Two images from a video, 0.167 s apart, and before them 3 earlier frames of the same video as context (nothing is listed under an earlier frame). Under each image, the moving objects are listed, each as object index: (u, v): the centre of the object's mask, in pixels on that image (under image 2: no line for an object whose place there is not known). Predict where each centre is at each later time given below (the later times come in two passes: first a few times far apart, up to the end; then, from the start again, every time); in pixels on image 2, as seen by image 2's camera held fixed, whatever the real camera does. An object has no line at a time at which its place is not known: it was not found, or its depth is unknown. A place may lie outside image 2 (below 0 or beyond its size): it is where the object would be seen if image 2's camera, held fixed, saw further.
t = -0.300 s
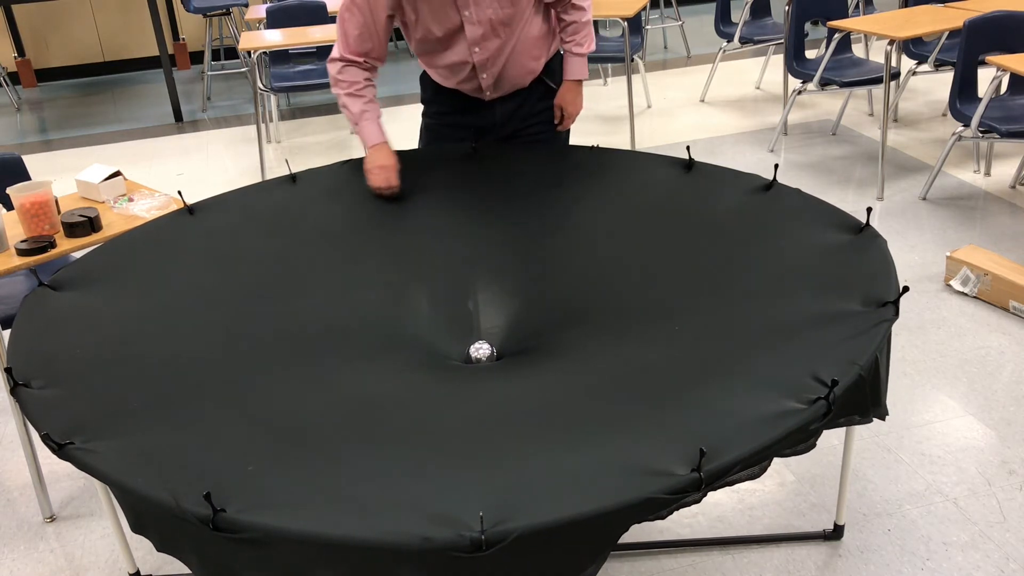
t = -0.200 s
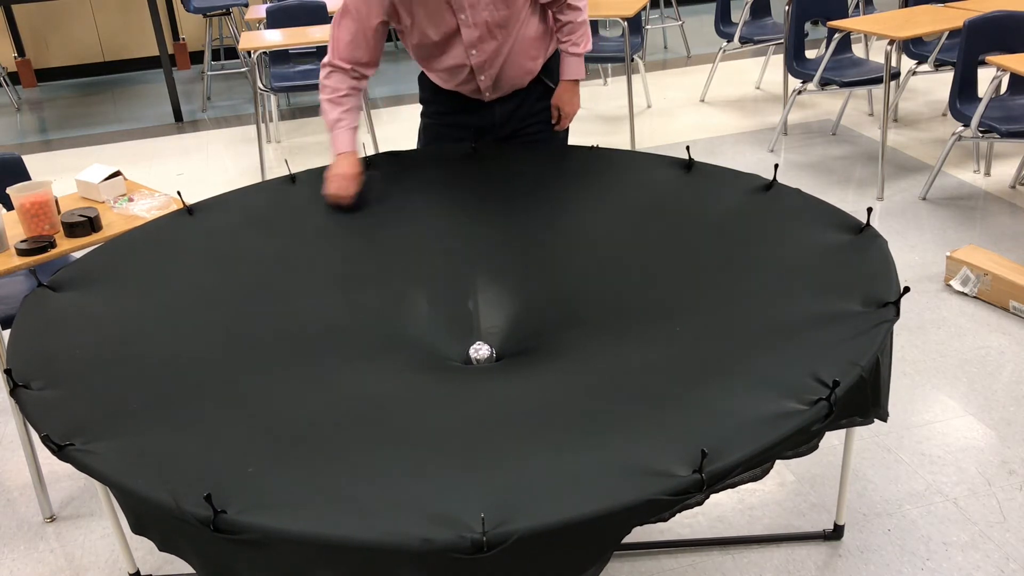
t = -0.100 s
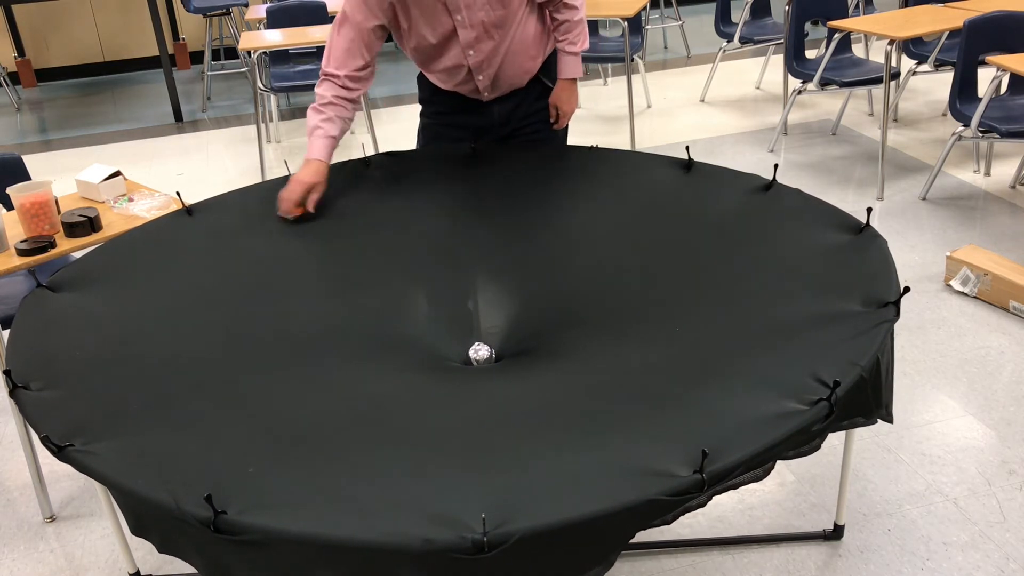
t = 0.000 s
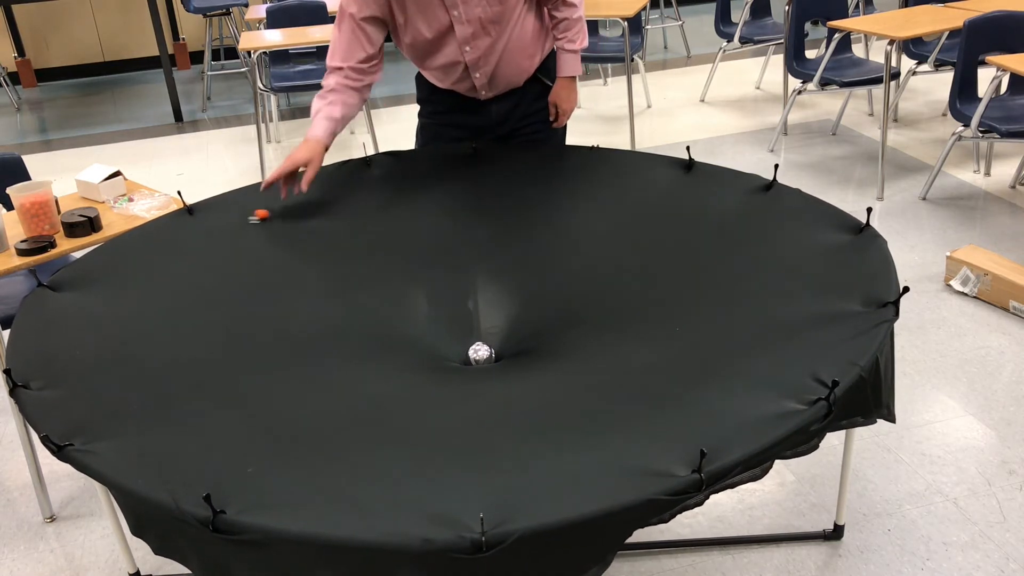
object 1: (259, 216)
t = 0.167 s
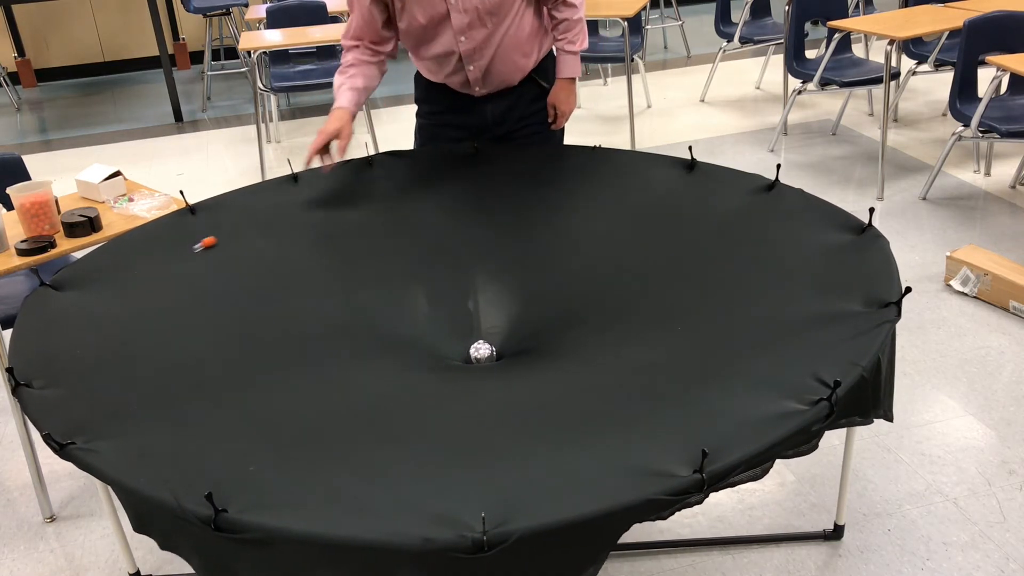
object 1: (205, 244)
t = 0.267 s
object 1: (176, 254)
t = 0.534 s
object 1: (110, 301)
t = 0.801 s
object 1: (73, 349)
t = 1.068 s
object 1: (88, 393)
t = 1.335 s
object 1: (162, 433)
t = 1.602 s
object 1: (297, 452)
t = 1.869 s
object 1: (462, 438)
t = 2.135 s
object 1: (607, 396)
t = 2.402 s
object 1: (697, 335)
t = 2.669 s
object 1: (715, 274)
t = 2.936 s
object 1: (682, 228)
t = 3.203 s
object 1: (617, 205)
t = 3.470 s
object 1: (538, 201)
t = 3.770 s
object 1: (442, 221)
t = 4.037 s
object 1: (359, 256)
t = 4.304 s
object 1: (308, 304)
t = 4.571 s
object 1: (311, 359)
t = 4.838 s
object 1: (380, 397)
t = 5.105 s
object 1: (492, 408)
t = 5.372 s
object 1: (598, 389)
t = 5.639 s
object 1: (662, 351)
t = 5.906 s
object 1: (667, 309)
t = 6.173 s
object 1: (618, 276)
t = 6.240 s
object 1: (598, 271)
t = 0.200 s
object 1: (196, 247)
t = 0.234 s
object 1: (186, 250)
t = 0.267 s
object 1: (176, 254)
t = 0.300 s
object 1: (167, 259)
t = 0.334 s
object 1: (157, 265)
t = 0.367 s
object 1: (148, 272)
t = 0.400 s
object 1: (140, 278)
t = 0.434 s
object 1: (132, 283)
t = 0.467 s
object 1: (124, 288)
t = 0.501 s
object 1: (117, 294)
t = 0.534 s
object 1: (110, 301)
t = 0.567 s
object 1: (104, 308)
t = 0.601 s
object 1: (98, 313)
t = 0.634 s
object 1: (92, 319)
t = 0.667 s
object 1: (86, 324)
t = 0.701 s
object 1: (82, 330)
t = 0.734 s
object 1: (78, 336)
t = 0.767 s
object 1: (75, 343)
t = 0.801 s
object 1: (73, 349)
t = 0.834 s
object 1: (71, 354)
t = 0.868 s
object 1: (70, 360)
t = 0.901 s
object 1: (71, 365)
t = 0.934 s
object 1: (73, 372)
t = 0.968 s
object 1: (76, 378)
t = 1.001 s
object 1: (79, 384)
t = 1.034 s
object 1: (83, 388)
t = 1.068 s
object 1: (88, 393)
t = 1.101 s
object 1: (93, 399)
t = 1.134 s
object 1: (100, 404)
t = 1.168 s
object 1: (108, 409)
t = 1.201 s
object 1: (116, 413)
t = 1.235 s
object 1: (126, 418)
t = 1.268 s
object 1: (137, 423)
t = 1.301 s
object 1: (149, 428)
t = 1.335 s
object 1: (162, 433)
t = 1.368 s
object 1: (177, 437)
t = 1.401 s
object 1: (192, 440)
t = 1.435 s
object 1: (208, 443)
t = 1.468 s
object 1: (224, 446)
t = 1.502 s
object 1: (242, 448)
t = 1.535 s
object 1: (260, 450)
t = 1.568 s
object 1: (283, 449)
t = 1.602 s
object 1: (297, 452)
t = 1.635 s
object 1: (318, 452)
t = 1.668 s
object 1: (338, 451)
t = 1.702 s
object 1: (359, 450)
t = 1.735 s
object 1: (379, 449)
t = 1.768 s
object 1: (400, 447)
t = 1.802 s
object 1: (421, 445)
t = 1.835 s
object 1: (441, 442)
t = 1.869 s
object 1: (462, 438)
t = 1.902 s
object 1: (483, 434)
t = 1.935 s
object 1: (502, 430)
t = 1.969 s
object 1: (522, 425)
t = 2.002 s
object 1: (541, 420)
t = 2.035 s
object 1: (558, 415)
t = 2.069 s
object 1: (575, 409)
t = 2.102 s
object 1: (592, 402)
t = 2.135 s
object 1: (607, 396)
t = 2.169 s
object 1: (622, 389)
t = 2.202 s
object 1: (636, 382)
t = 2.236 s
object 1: (649, 375)
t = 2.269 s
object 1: (660, 367)
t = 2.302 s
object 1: (672, 359)
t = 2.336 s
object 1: (681, 351)
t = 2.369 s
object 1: (690, 344)
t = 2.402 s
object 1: (697, 335)
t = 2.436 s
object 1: (704, 327)
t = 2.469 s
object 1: (708, 319)
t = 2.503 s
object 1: (712, 311)
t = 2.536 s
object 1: (714, 304)
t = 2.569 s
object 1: (716, 296)
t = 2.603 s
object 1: (716, 288)
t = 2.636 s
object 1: (716, 281)
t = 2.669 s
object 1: (715, 274)
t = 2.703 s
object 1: (714, 267)
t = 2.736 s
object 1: (712, 260)
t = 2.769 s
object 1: (709, 254)
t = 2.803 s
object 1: (705, 248)
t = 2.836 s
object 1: (700, 243)
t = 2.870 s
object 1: (695, 237)
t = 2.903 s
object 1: (689, 232)
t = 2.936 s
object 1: (682, 228)
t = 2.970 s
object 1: (675, 224)
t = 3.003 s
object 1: (668, 220)
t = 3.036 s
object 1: (661, 216)
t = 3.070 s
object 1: (653, 213)
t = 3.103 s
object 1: (644, 211)
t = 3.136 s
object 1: (636, 208)
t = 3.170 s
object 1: (627, 206)
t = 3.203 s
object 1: (617, 205)
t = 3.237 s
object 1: (608, 203)
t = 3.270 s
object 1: (599, 201)
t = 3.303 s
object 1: (589, 201)
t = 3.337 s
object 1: (579, 200)
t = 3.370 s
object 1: (569, 199)
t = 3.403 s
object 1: (559, 199)
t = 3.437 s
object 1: (549, 200)
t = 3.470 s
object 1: (538, 201)
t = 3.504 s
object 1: (528, 202)
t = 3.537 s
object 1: (518, 203)
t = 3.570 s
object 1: (507, 204)
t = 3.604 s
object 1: (496, 206)
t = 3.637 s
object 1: (485, 209)
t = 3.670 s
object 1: (475, 212)
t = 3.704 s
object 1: (464, 215)
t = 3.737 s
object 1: (453, 218)
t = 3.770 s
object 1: (442, 221)
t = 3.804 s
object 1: (431, 225)
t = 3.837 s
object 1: (420, 229)
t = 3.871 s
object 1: (409, 234)
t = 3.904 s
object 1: (398, 238)
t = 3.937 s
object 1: (388, 242)
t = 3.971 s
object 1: (378, 247)
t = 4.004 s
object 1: (368, 251)
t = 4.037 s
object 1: (359, 256)
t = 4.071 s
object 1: (350, 261)
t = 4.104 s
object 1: (342, 267)
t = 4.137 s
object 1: (335, 272)
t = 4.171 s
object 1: (328, 278)
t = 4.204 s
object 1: (321, 284)
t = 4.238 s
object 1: (316, 291)
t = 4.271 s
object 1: (312, 297)
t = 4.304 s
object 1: (308, 304)
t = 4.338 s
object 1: (305, 310)
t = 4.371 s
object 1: (303, 317)
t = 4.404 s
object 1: (302, 325)
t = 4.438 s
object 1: (301, 332)
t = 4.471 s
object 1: (302, 339)
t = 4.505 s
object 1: (304, 345)
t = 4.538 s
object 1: (307, 352)
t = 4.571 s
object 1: (311, 359)
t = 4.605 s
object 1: (316, 365)
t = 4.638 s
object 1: (322, 371)
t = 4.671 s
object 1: (330, 376)
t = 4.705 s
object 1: (338, 381)
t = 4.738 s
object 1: (347, 386)
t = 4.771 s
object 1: (358, 390)
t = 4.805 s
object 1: (369, 394)
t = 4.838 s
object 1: (380, 397)
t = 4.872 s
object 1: (393, 400)
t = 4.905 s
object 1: (406, 403)
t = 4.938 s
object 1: (420, 405)
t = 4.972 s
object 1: (434, 407)
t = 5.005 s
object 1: (448, 408)
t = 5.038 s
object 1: (462, 408)
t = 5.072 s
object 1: (477, 408)
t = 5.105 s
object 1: (492, 408)
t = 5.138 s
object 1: (506, 407)
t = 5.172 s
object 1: (521, 405)
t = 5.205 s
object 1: (535, 404)
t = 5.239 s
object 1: (549, 402)
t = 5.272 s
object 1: (562, 399)
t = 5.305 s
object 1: (574, 396)
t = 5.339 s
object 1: (587, 393)
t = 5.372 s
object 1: (598, 389)
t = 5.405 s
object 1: (609, 385)
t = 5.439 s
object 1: (619, 381)
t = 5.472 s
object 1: (628, 376)
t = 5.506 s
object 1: (637, 371)
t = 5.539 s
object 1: (644, 366)
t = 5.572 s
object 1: (651, 361)
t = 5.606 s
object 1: (657, 356)
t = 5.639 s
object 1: (662, 351)
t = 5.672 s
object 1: (666, 346)
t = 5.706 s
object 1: (669, 340)
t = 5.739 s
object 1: (671, 335)
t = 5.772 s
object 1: (672, 330)
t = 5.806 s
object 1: (672, 325)
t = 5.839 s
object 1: (671, 319)
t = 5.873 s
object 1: (670, 314)
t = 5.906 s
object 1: (667, 309)
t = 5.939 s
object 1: (664, 304)
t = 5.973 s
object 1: (660, 299)
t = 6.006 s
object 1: (654, 295)
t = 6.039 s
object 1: (649, 291)
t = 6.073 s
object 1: (642, 286)
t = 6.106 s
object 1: (635, 283)
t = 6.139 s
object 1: (626, 279)
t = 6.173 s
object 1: (618, 276)
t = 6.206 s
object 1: (608, 273)
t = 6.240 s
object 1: (598, 271)
